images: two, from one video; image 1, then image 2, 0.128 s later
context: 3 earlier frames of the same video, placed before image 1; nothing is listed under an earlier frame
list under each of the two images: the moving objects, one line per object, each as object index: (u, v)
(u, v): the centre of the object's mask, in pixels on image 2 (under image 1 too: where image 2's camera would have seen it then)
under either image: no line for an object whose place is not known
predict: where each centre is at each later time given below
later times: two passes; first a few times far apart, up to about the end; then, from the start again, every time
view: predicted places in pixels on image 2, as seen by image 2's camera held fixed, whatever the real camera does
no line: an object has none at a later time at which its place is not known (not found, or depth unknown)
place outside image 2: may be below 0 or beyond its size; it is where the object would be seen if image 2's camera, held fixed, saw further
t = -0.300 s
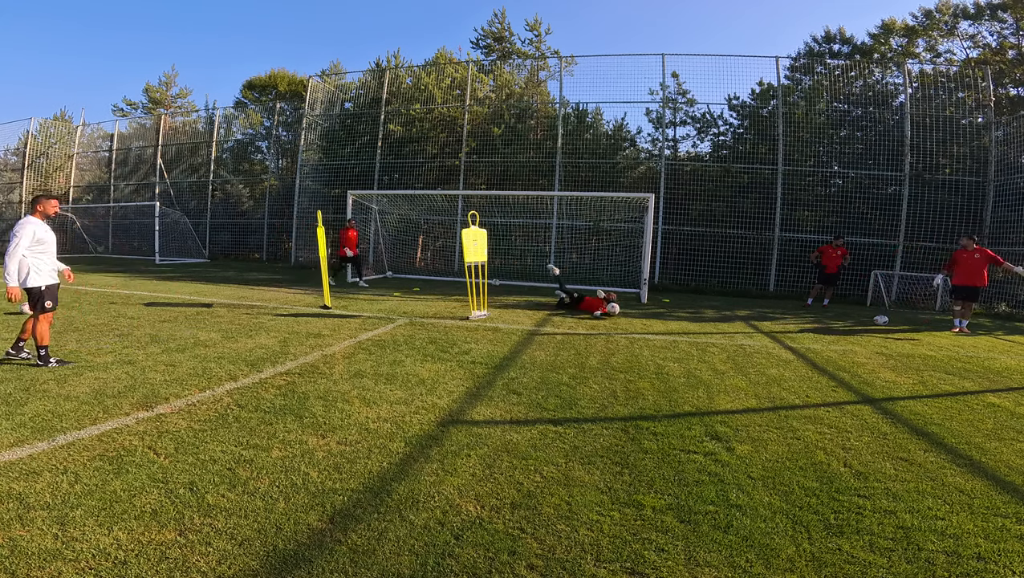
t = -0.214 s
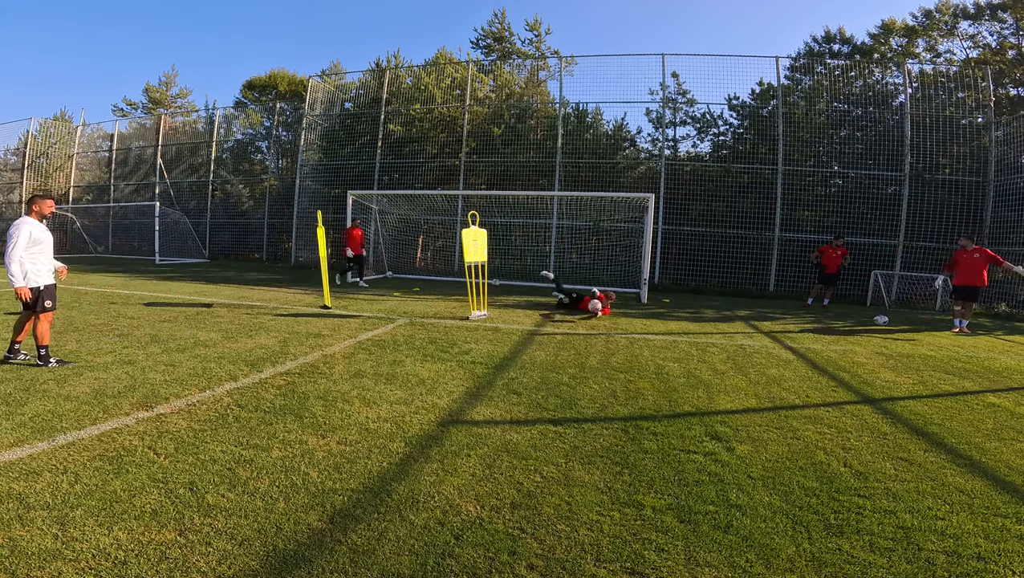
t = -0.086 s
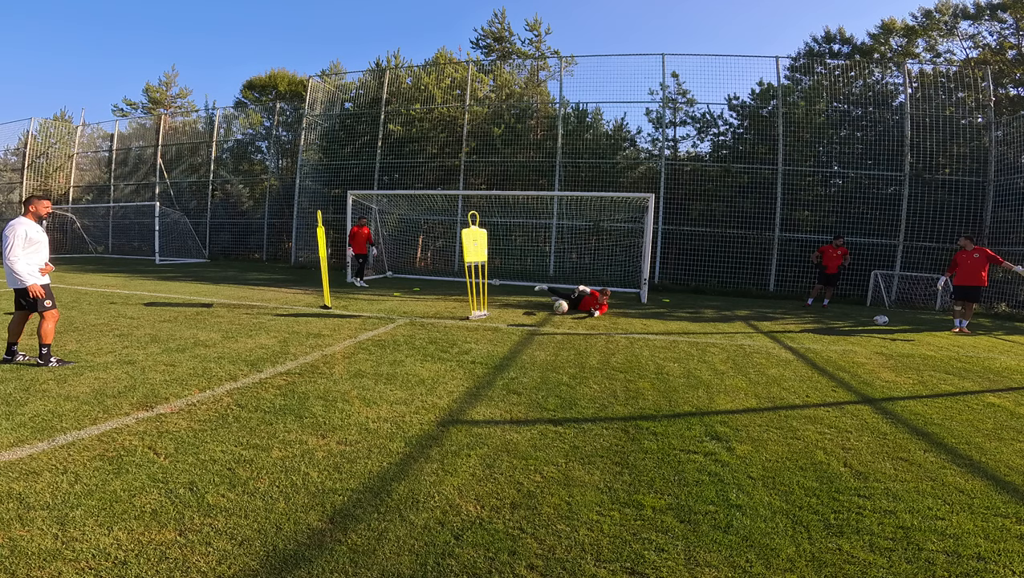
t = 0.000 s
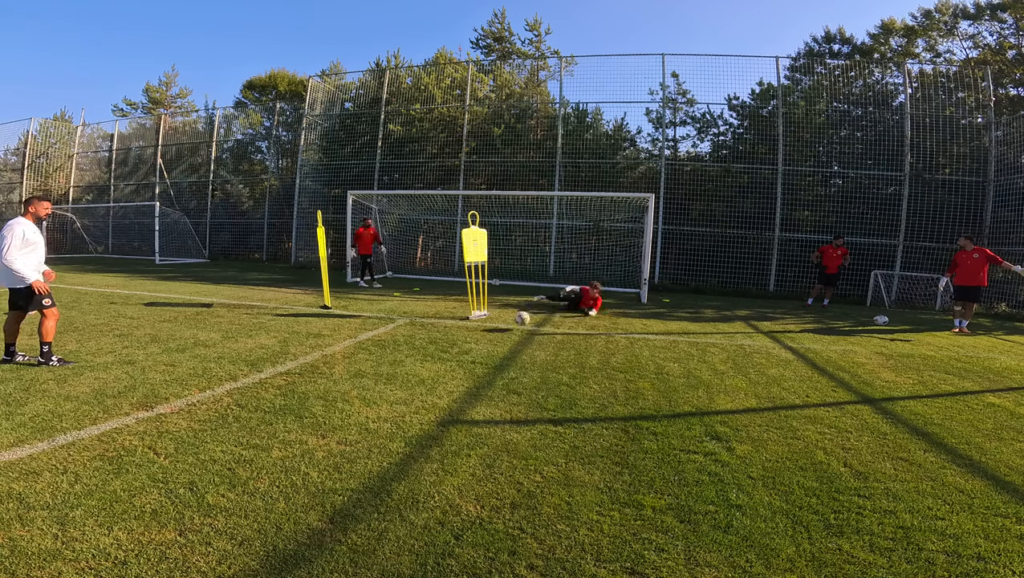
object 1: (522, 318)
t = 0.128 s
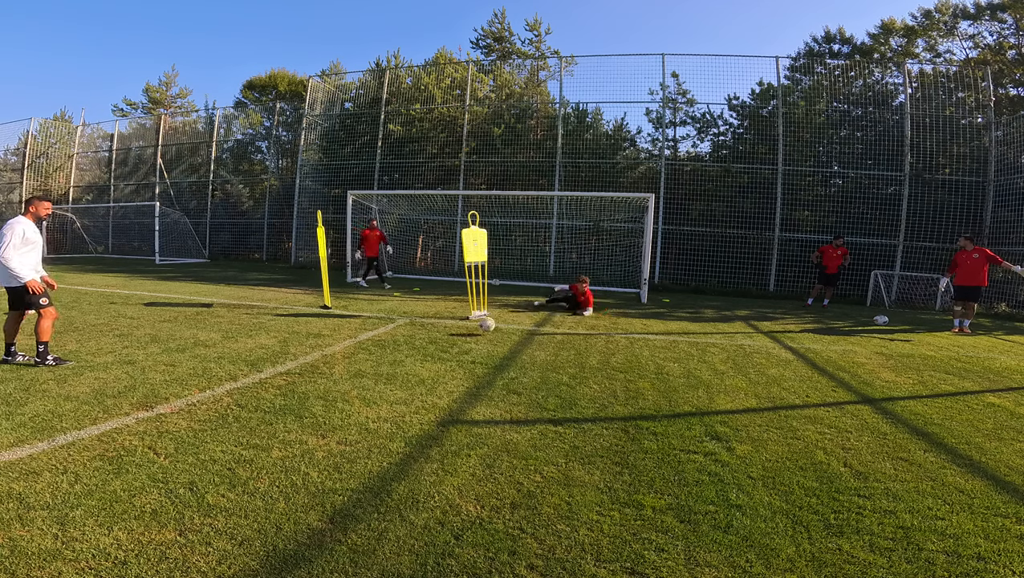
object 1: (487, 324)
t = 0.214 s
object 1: (467, 323)
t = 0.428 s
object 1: (414, 334)
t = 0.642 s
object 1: (362, 341)
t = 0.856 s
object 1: (307, 344)
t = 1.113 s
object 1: (240, 348)
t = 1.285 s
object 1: (192, 352)
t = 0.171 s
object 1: (477, 324)
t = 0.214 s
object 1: (467, 323)
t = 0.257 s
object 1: (457, 325)
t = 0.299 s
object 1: (446, 327)
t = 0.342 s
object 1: (435, 331)
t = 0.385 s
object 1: (424, 336)
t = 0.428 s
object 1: (414, 334)
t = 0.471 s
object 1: (404, 333)
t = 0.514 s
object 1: (394, 333)
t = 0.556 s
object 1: (384, 334)
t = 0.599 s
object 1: (374, 337)
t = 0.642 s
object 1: (362, 341)
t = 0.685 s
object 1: (352, 341)
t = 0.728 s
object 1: (342, 341)
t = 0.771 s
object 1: (330, 342)
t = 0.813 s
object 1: (318, 343)
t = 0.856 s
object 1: (307, 344)
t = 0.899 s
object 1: (297, 344)
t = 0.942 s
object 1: (285, 345)
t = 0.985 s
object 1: (273, 347)
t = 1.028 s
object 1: (261, 348)
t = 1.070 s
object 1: (251, 347)
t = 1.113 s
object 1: (240, 348)
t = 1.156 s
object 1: (228, 350)
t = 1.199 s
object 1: (217, 350)
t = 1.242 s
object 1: (204, 350)
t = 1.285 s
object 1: (192, 352)
